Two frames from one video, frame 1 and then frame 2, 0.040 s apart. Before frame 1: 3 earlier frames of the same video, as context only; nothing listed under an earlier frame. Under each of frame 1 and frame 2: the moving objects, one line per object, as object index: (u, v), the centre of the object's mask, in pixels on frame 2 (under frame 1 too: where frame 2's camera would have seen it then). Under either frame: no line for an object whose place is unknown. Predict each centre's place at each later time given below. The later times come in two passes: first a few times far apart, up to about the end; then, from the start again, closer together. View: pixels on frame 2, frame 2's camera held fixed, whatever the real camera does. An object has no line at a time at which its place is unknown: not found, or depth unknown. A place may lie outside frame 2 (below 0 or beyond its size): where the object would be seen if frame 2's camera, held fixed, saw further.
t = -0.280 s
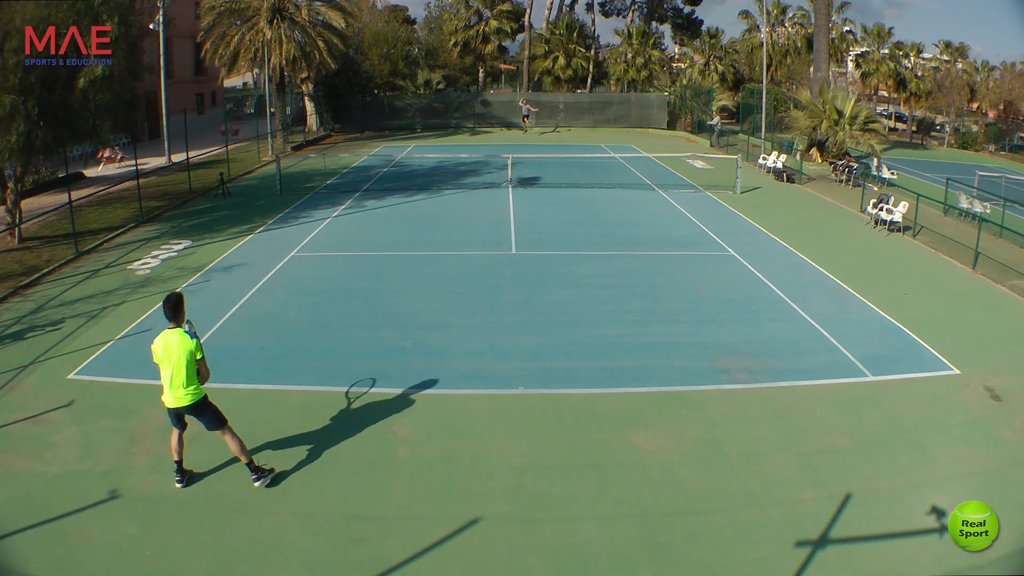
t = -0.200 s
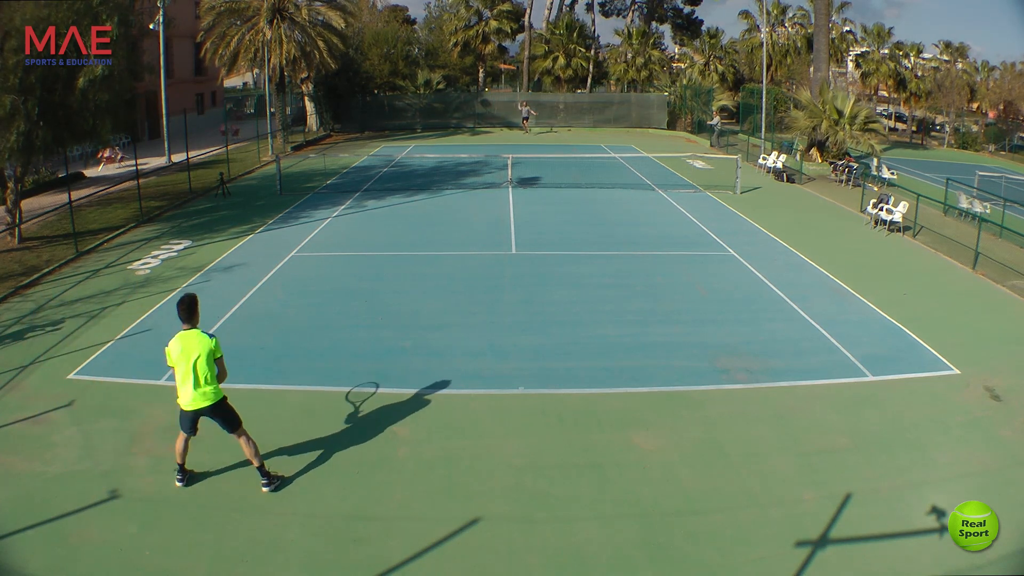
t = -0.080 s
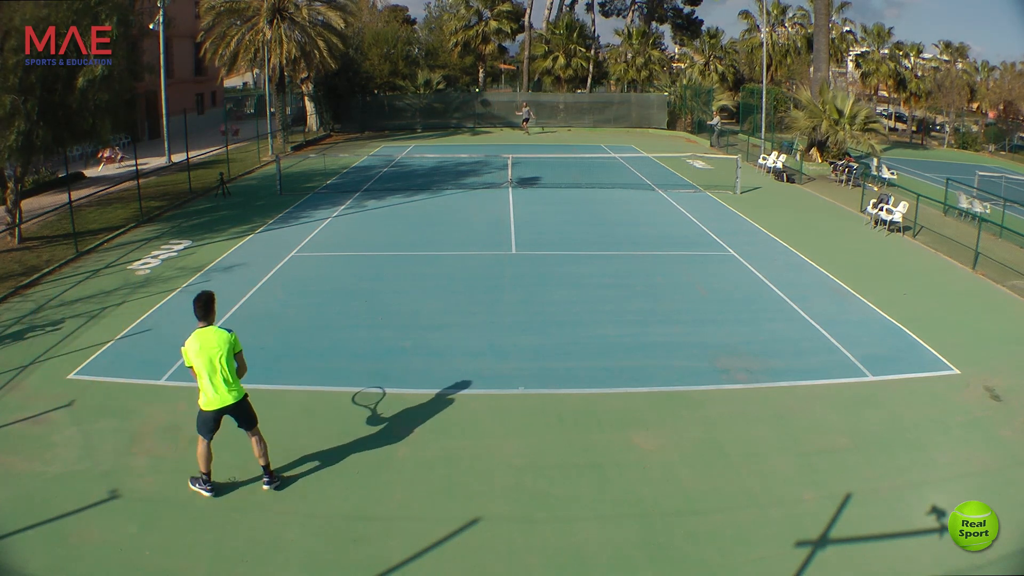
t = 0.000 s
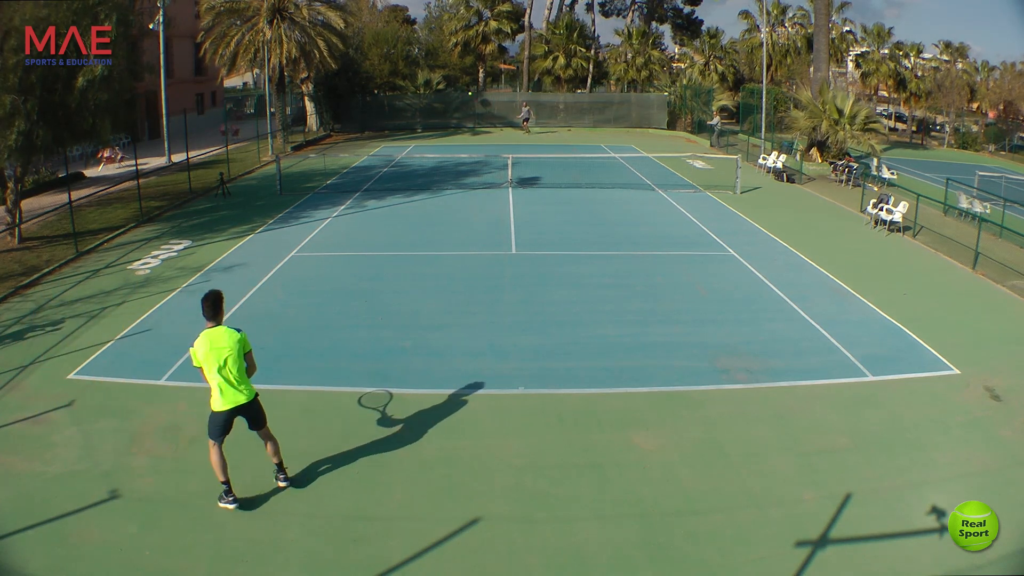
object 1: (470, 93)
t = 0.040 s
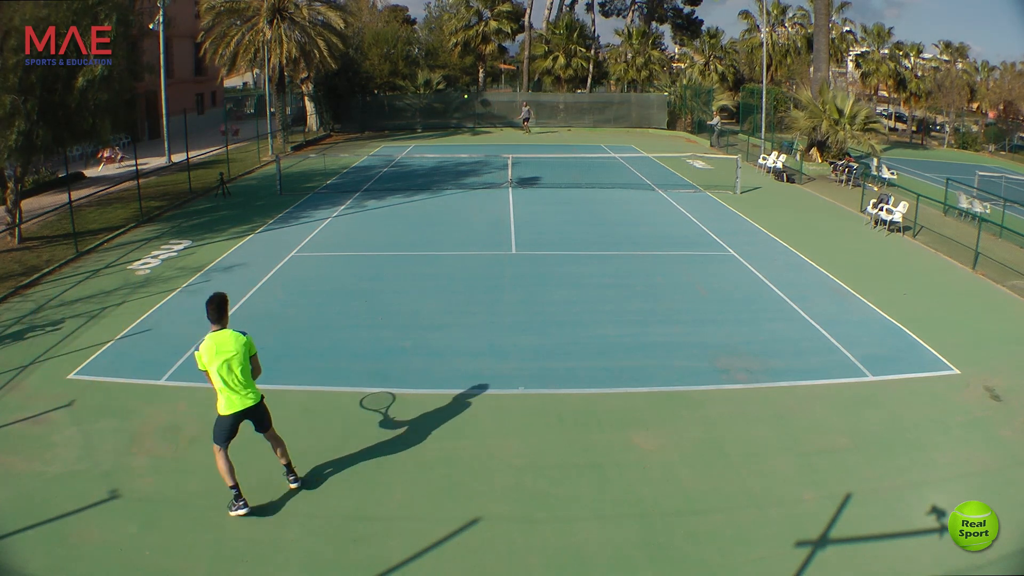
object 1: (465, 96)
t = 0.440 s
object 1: (403, 194)
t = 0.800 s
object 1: (306, 294)
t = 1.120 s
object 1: (168, 332)
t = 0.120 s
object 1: (457, 105)
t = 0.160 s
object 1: (452, 111)
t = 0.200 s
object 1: (446, 118)
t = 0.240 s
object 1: (441, 126)
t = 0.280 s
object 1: (434, 136)
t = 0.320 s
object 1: (427, 147)
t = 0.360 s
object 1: (420, 161)
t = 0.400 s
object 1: (412, 176)
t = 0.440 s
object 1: (403, 194)
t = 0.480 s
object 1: (394, 214)
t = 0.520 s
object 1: (384, 237)
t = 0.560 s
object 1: (373, 264)
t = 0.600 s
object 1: (363, 294)
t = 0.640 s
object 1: (351, 314)
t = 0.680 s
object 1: (341, 307)
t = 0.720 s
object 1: (330, 302)
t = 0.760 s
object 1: (319, 297)
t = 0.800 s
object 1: (306, 294)
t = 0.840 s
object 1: (292, 291)
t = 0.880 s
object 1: (278, 291)
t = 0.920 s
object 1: (263, 292)
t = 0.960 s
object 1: (247, 295)
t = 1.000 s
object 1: (229, 300)
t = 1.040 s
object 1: (210, 308)
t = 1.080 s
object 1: (189, 319)
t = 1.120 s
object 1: (168, 332)
